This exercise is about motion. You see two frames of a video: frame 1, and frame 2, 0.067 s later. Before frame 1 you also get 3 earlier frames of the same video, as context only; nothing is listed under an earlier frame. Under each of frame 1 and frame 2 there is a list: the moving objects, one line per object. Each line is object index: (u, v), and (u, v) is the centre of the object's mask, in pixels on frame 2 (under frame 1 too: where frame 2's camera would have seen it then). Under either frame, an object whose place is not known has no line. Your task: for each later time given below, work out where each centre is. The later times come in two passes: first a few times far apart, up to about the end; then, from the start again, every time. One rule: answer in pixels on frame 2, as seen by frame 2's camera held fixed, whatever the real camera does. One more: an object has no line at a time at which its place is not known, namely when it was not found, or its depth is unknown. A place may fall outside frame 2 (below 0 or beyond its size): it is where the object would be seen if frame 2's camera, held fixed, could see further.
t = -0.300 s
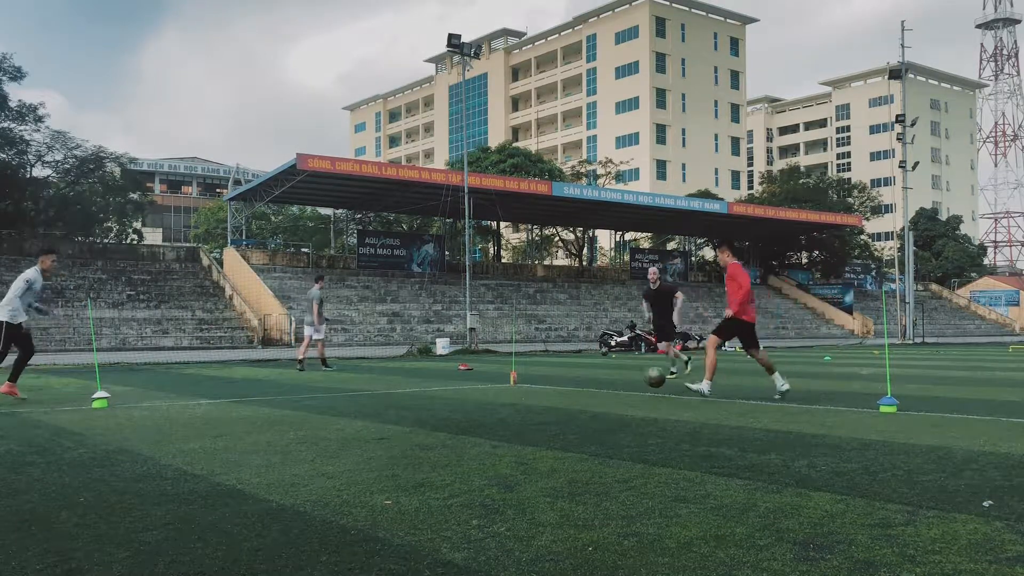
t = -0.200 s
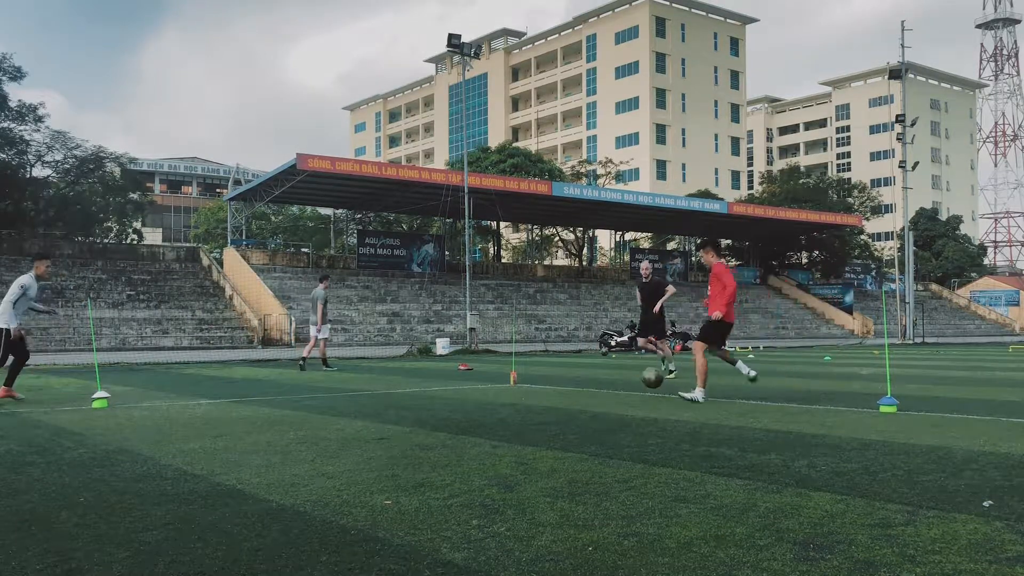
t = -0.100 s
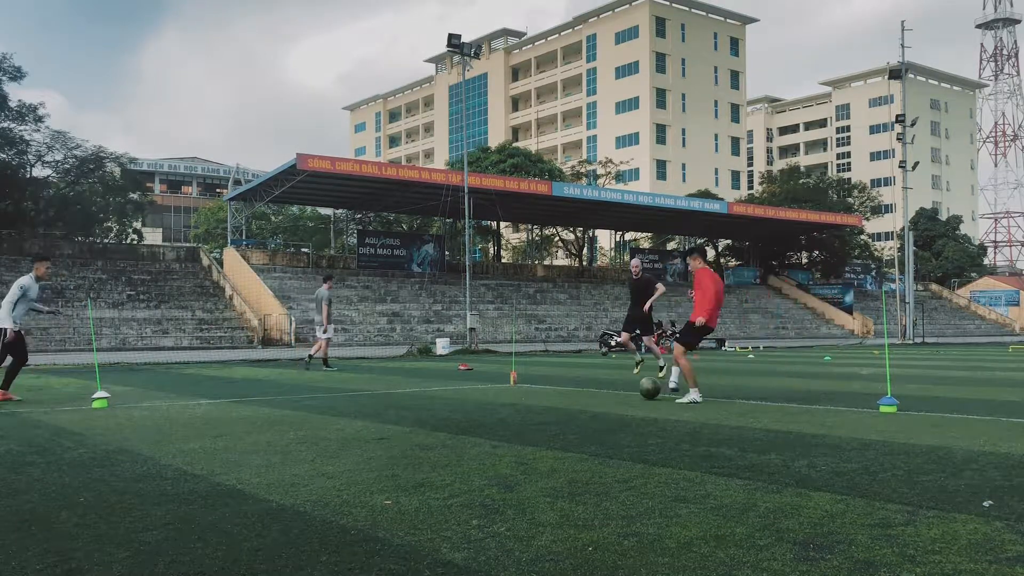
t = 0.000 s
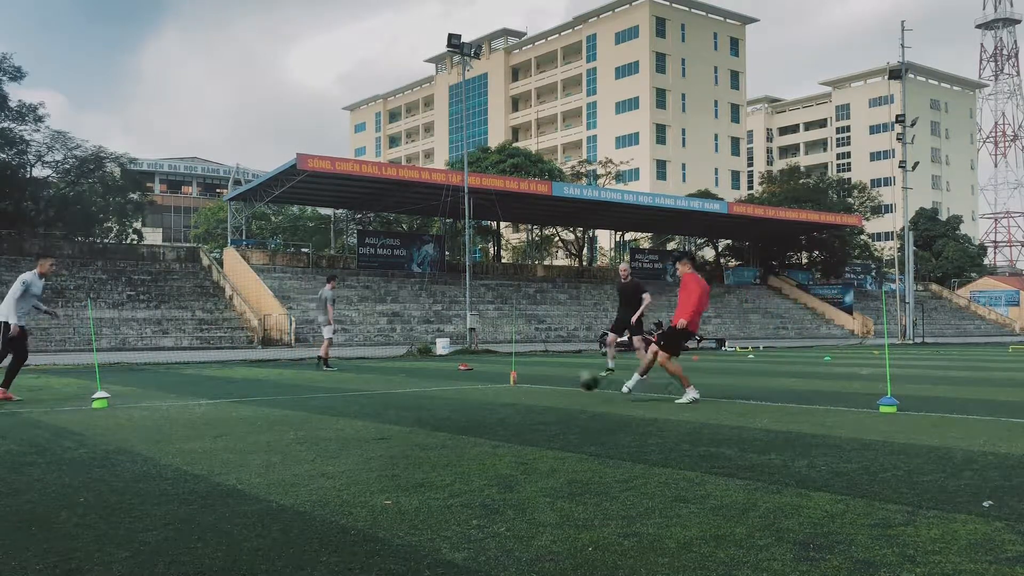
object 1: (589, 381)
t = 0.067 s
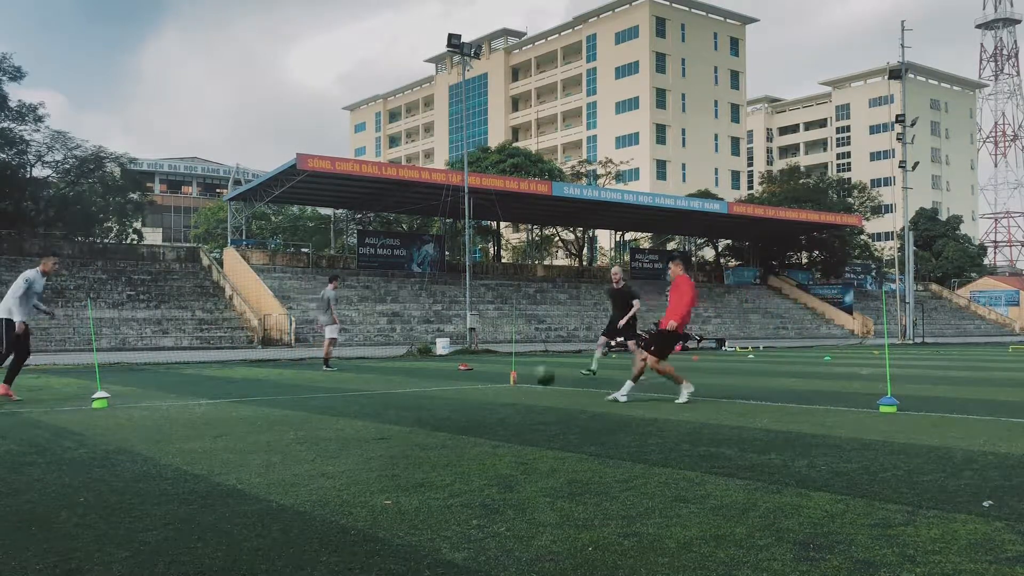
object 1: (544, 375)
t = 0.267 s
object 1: (420, 389)
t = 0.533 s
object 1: (279, 389)
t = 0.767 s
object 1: (163, 389)
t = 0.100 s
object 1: (524, 375)
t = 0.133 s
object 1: (501, 376)
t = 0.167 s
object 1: (481, 377)
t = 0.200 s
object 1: (460, 381)
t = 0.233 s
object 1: (440, 384)
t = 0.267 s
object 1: (420, 389)
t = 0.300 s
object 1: (402, 385)
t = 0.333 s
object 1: (384, 382)
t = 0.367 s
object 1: (365, 381)
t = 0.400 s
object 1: (348, 381)
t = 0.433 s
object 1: (331, 382)
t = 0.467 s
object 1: (313, 383)
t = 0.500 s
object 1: (296, 386)
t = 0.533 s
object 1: (279, 389)
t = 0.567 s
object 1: (262, 387)
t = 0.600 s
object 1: (245, 385)
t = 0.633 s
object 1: (228, 386)
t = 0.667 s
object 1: (212, 386)
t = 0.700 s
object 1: (196, 387)
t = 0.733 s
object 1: (180, 390)
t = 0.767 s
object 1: (163, 389)
